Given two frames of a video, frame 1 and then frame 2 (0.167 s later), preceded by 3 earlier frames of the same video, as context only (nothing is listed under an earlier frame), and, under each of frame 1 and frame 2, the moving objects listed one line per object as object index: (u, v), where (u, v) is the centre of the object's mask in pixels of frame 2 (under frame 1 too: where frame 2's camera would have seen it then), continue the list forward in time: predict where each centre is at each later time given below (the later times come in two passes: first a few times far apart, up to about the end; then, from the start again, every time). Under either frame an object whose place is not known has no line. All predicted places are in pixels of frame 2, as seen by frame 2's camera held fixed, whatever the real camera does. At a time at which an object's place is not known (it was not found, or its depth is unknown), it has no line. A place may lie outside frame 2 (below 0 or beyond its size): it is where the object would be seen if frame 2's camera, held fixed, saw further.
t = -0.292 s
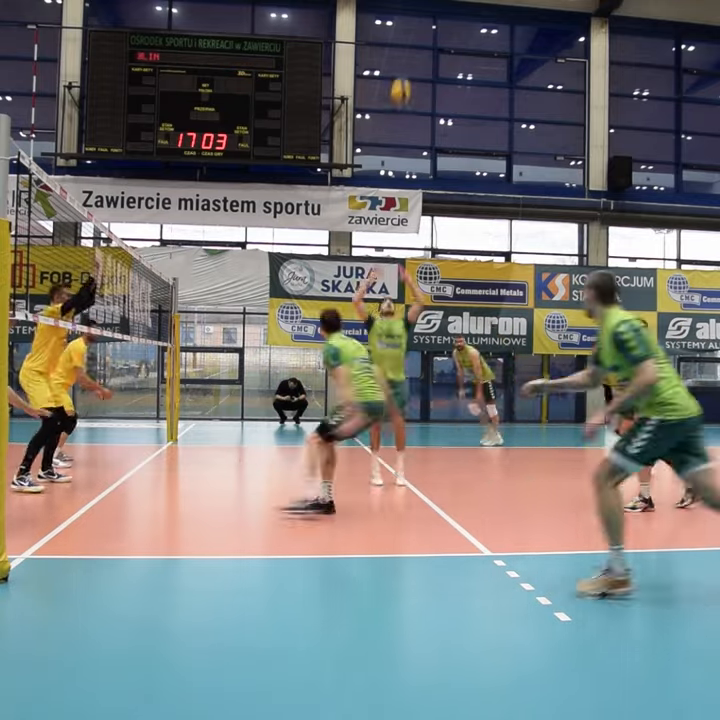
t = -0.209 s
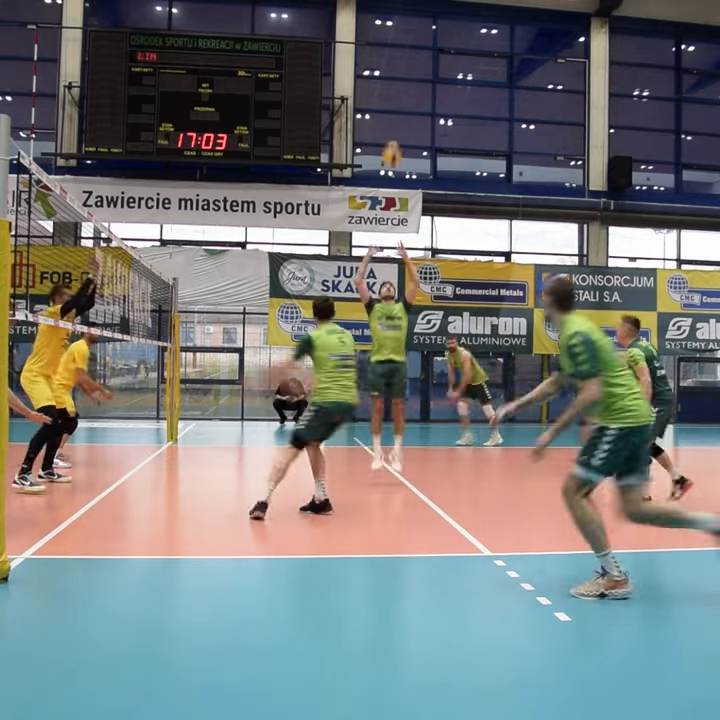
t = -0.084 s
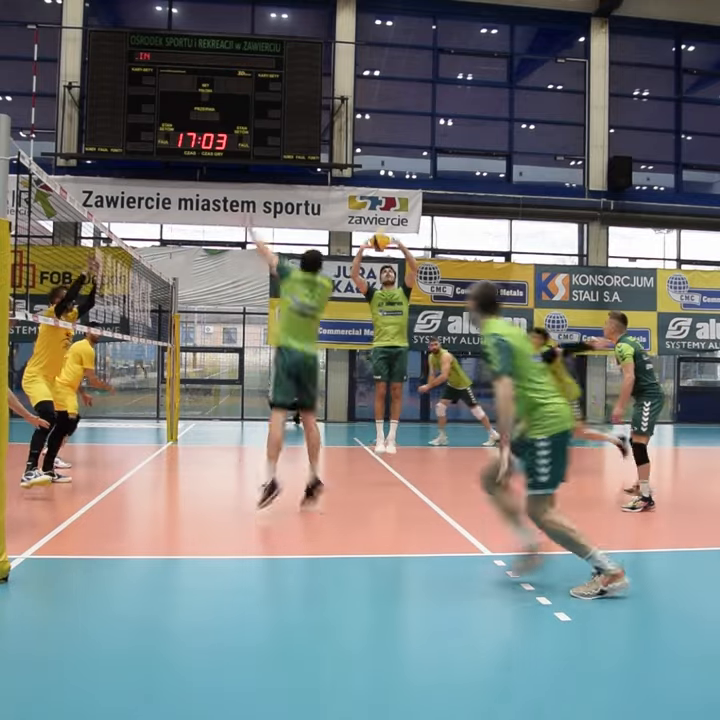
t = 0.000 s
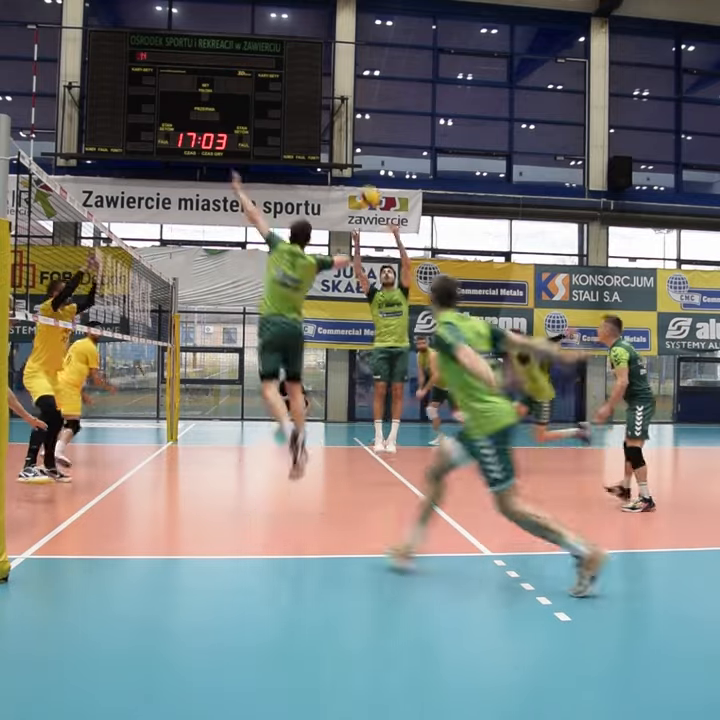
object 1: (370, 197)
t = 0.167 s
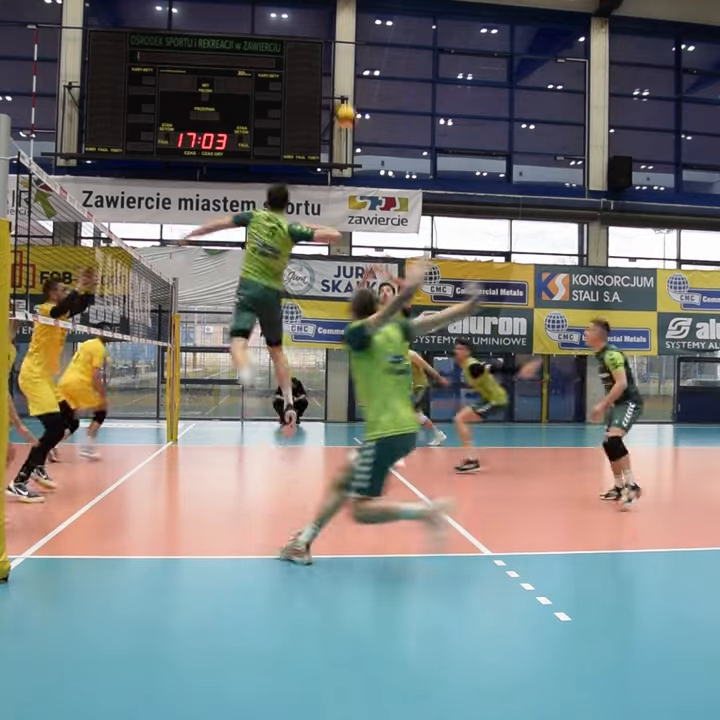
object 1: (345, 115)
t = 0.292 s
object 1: (327, 66)
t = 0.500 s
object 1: (285, 8)
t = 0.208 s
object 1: (340, 99)
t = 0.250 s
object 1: (333, 83)
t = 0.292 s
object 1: (327, 66)
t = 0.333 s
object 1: (317, 46)
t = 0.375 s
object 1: (310, 33)
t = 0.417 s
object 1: (301, 23)
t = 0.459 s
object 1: (294, 13)
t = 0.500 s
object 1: (285, 8)
